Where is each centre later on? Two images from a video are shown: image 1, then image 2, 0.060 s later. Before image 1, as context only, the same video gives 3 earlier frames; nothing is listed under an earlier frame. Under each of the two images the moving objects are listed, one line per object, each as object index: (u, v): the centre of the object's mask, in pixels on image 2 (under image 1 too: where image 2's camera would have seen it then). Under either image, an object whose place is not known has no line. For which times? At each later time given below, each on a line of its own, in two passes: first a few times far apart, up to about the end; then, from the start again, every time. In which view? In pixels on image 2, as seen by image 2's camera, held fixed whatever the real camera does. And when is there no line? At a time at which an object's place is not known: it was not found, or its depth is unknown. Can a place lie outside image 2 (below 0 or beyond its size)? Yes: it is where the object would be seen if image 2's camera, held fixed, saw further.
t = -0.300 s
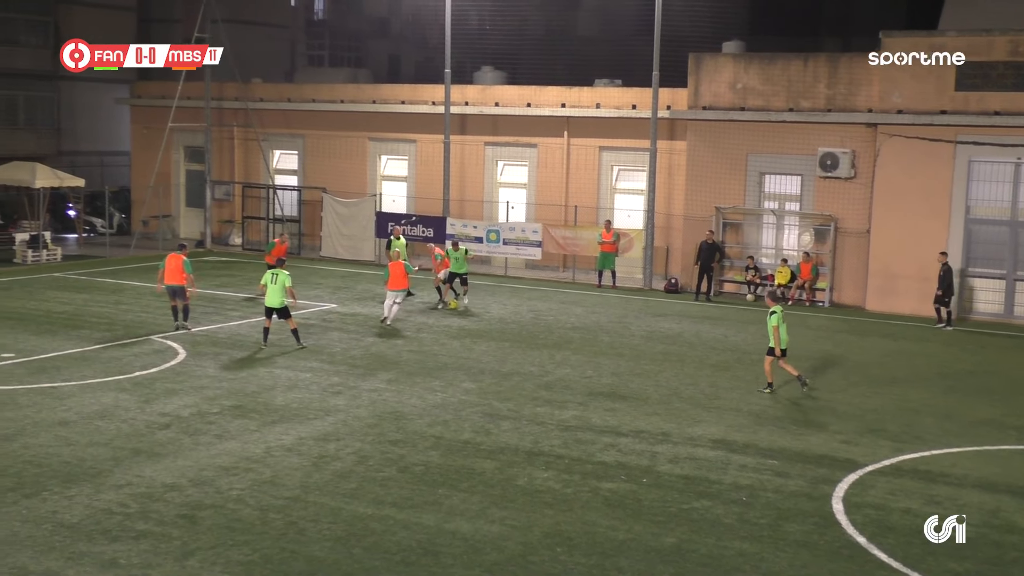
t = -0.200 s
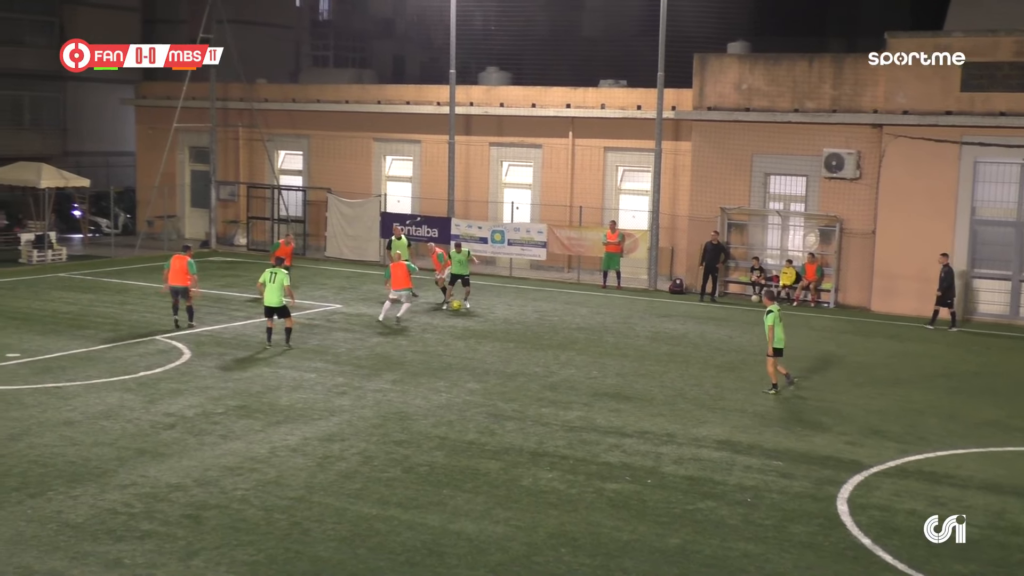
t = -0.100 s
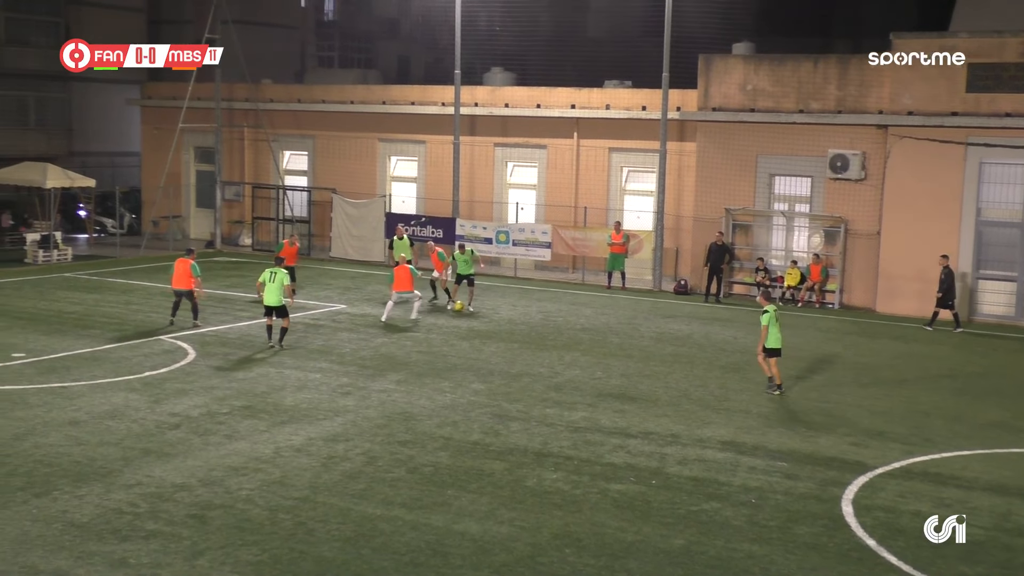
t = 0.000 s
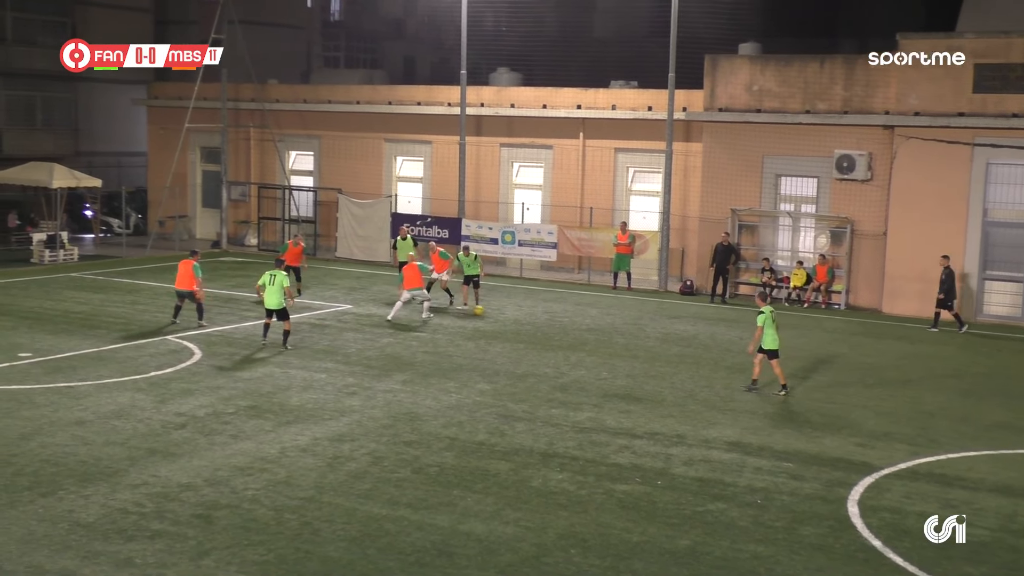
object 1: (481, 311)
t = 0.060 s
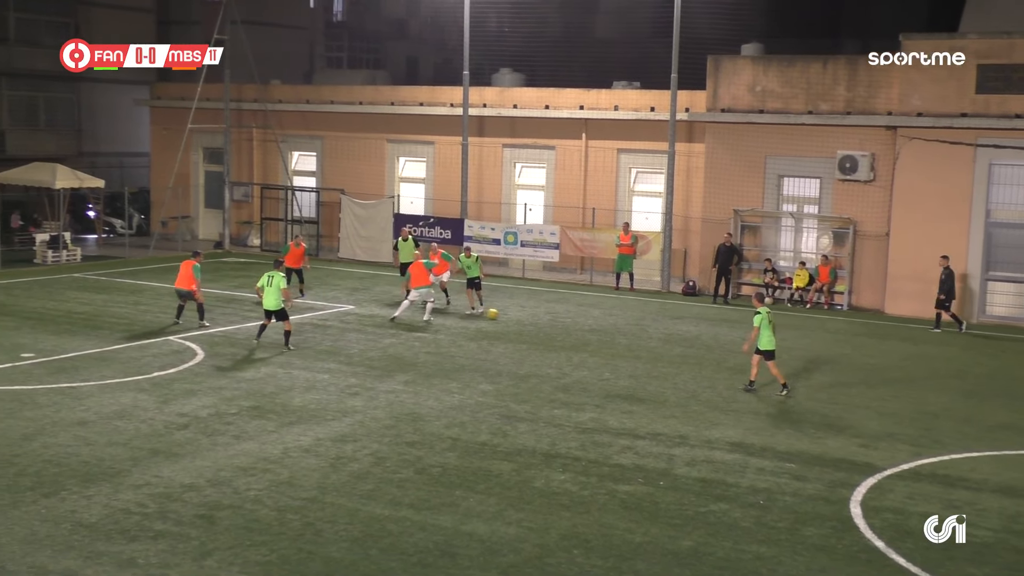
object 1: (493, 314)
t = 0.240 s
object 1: (529, 323)
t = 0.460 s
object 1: (570, 335)
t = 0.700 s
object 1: (611, 343)
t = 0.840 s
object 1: (632, 351)
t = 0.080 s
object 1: (497, 315)
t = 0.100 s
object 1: (501, 316)
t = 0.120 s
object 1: (505, 318)
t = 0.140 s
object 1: (509, 319)
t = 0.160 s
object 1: (513, 320)
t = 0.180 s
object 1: (517, 321)
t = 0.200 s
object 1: (521, 321)
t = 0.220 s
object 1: (525, 322)
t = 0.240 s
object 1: (529, 323)
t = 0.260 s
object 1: (533, 325)
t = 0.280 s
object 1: (537, 326)
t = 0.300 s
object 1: (541, 327)
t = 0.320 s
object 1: (544, 327)
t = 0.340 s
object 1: (547, 328)
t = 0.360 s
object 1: (551, 329)
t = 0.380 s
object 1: (555, 330)
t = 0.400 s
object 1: (559, 331)
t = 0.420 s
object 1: (563, 332)
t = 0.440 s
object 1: (566, 334)
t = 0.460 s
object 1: (570, 335)
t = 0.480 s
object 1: (574, 335)
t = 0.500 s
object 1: (578, 336)
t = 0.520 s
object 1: (581, 337)
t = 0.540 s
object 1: (584, 338)
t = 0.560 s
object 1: (588, 339)
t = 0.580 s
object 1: (591, 340)
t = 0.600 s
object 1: (595, 341)
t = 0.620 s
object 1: (598, 342)
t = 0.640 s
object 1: (602, 343)
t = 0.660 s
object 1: (605, 344)
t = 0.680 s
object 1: (608, 344)
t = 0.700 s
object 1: (611, 343)
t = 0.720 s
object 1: (614, 344)
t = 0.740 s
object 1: (617, 345)
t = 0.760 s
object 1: (620, 346)
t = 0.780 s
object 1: (623, 347)
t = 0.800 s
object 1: (626, 348)
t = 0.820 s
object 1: (629, 350)
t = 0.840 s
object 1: (632, 351)
